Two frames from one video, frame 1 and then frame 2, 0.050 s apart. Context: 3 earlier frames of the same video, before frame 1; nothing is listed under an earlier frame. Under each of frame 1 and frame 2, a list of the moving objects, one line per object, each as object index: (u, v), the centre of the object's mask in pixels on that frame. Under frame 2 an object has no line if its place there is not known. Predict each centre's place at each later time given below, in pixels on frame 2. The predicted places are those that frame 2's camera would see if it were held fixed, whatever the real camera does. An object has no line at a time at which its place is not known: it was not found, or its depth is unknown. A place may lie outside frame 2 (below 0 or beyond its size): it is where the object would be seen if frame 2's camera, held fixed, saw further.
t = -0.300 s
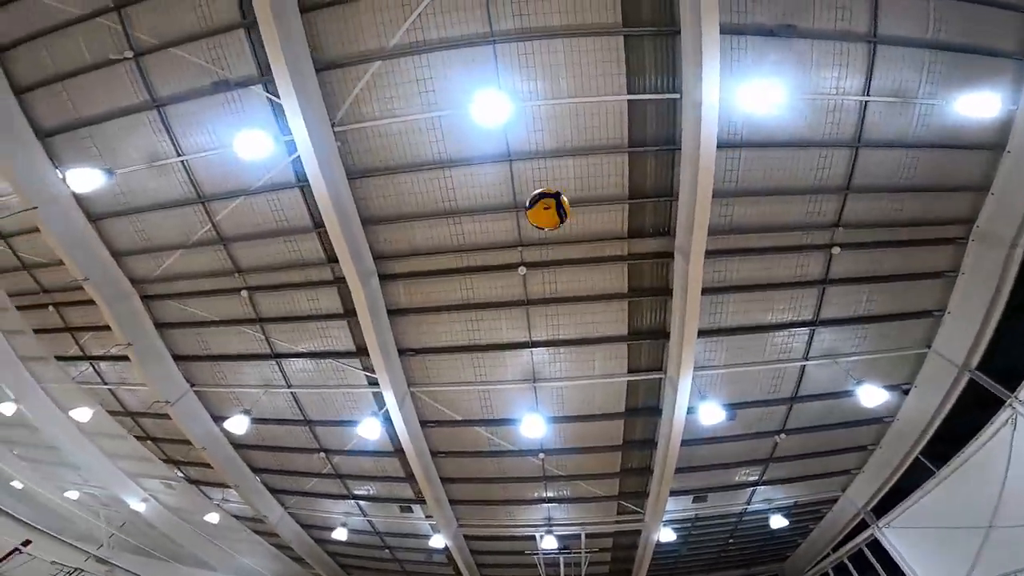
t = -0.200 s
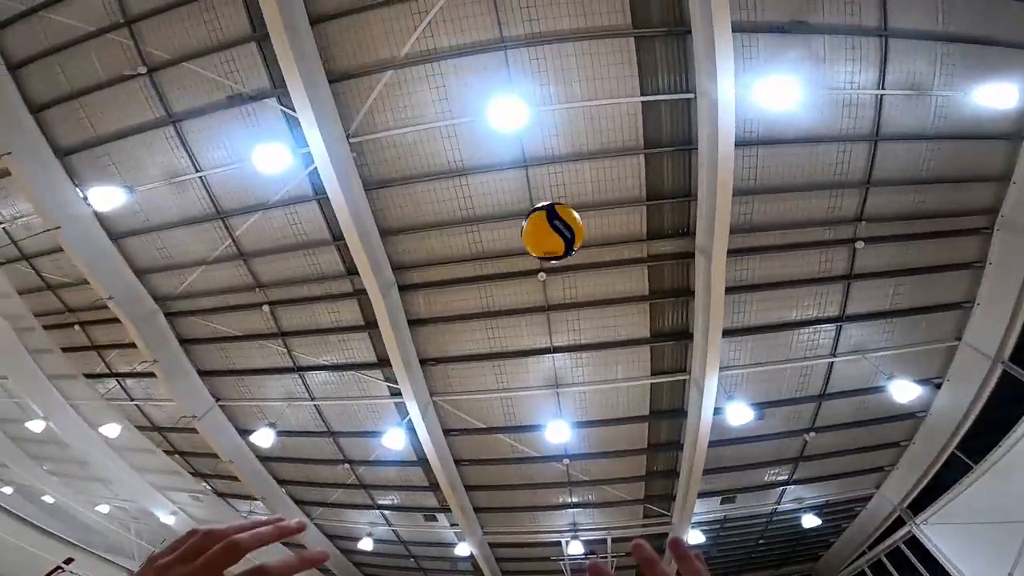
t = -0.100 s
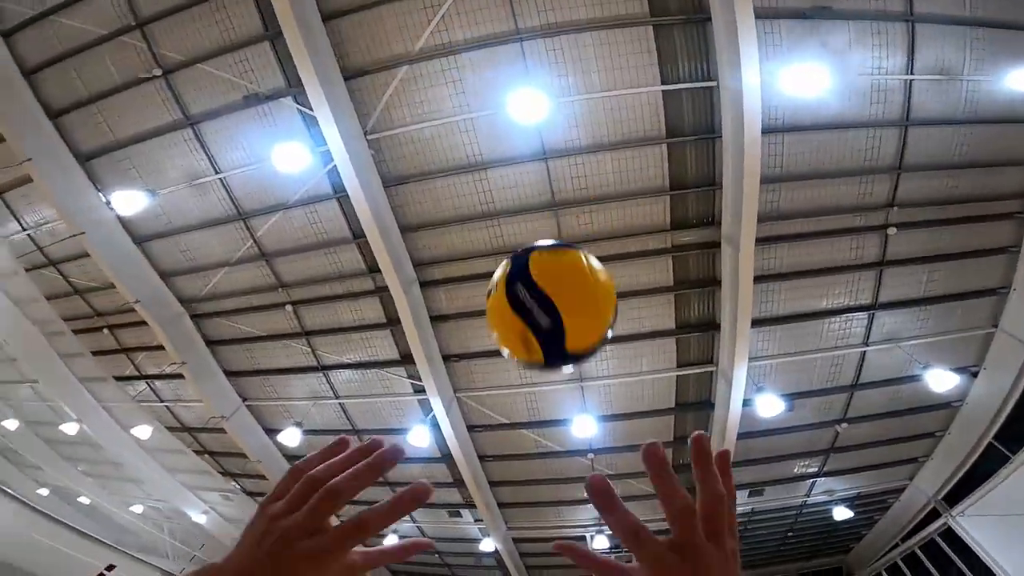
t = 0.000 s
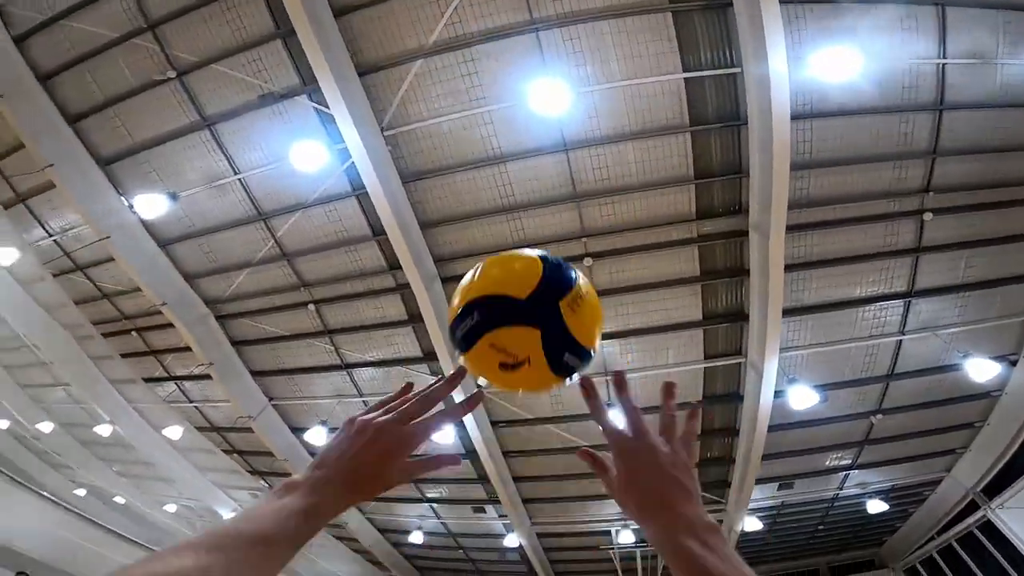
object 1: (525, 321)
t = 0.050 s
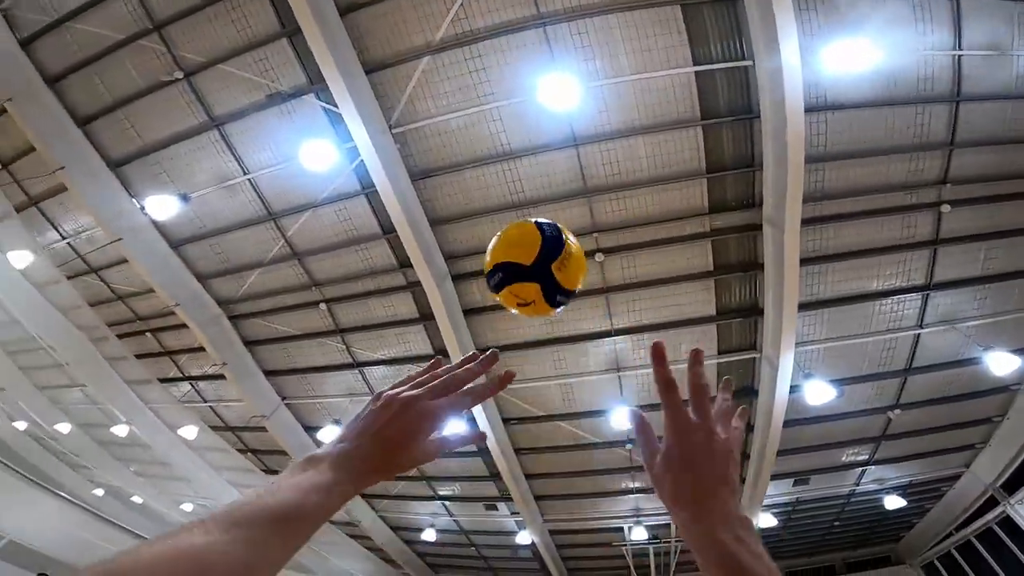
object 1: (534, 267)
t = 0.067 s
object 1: (533, 258)
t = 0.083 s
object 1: (531, 249)
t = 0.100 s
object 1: (530, 243)
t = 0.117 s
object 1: (529, 239)
